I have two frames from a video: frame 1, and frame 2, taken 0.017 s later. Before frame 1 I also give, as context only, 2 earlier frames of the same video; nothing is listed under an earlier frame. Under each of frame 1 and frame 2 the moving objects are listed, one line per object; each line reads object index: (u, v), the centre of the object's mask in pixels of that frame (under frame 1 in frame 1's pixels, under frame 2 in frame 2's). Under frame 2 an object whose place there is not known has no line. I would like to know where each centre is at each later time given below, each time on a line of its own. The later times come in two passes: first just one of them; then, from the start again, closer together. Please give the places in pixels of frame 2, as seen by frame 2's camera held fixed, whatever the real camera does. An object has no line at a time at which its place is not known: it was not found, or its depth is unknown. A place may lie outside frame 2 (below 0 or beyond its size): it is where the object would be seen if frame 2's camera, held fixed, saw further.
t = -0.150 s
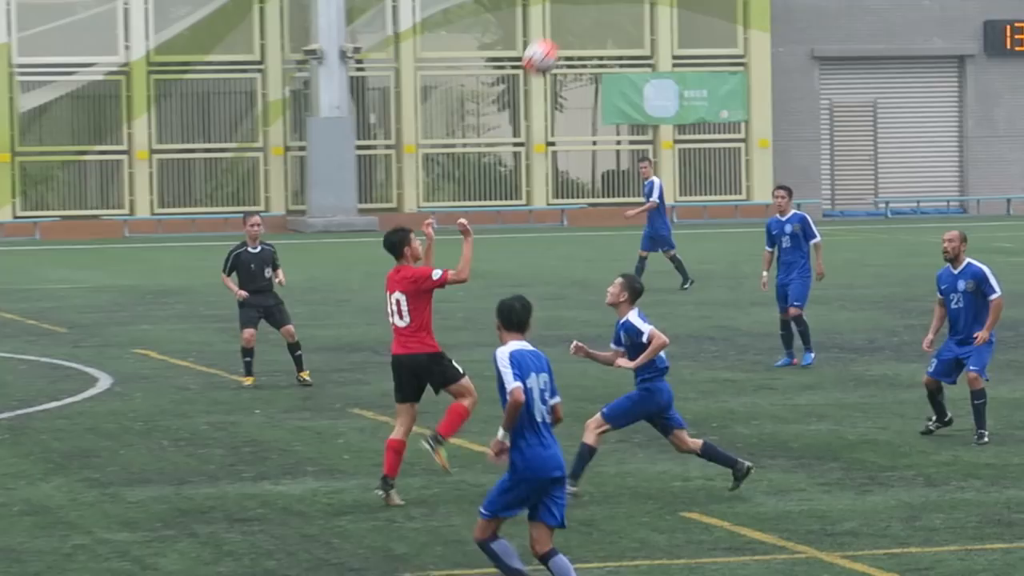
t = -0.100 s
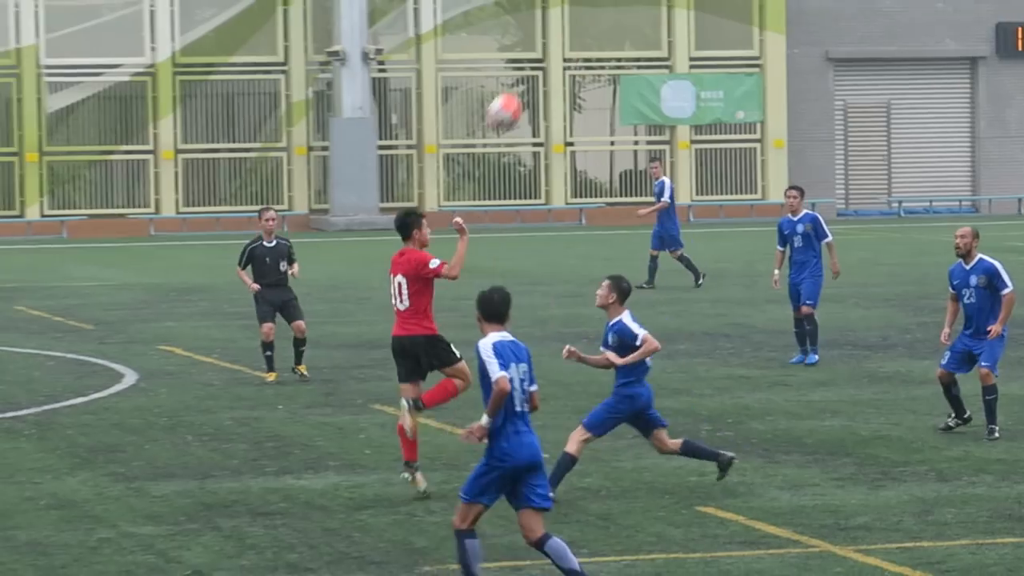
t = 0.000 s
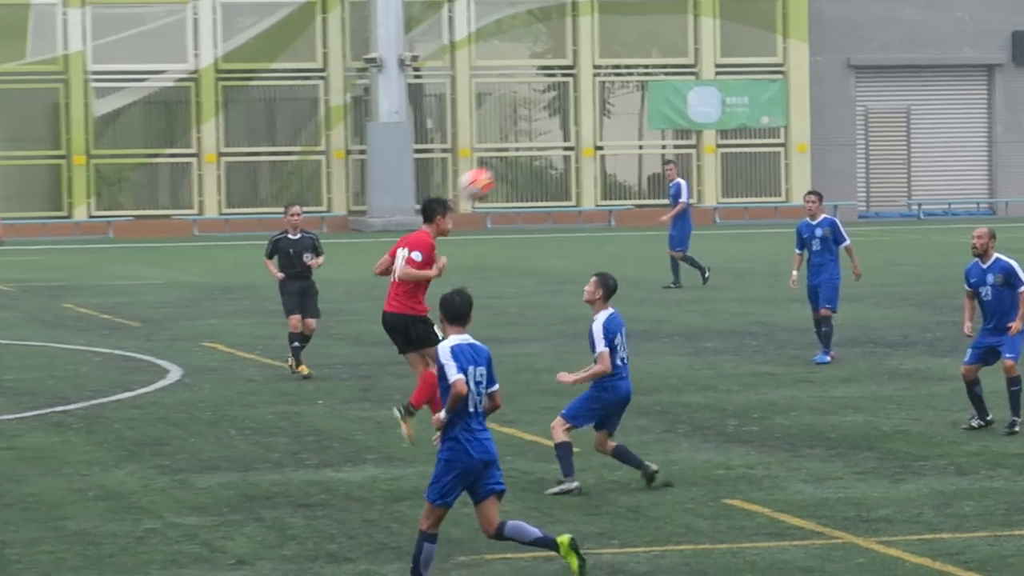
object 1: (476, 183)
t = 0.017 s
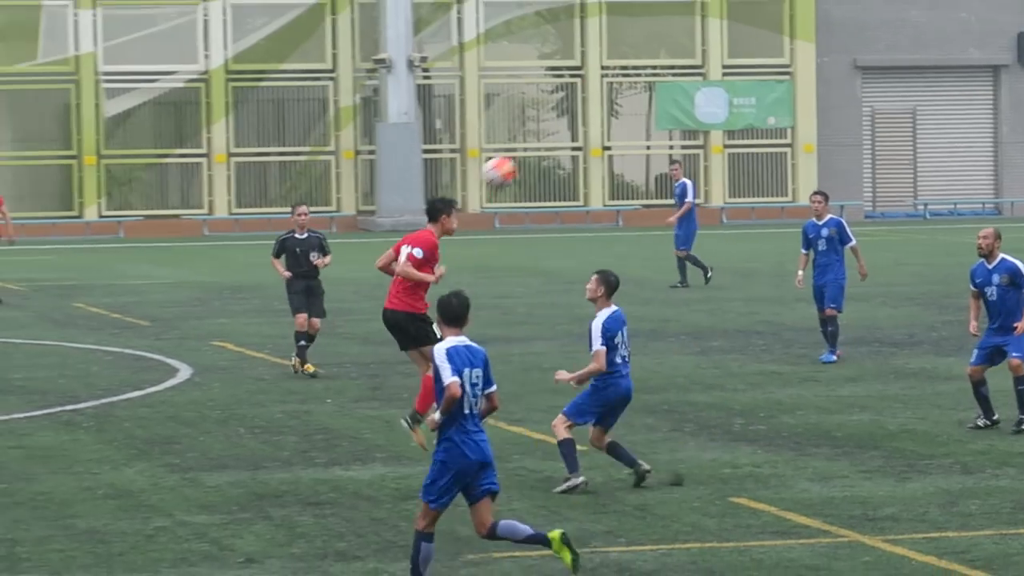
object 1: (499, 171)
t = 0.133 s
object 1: (597, 102)
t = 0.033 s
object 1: (512, 157)
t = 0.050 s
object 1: (525, 145)
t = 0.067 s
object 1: (539, 137)
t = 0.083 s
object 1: (552, 126)
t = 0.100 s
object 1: (567, 118)
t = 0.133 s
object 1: (597, 102)
